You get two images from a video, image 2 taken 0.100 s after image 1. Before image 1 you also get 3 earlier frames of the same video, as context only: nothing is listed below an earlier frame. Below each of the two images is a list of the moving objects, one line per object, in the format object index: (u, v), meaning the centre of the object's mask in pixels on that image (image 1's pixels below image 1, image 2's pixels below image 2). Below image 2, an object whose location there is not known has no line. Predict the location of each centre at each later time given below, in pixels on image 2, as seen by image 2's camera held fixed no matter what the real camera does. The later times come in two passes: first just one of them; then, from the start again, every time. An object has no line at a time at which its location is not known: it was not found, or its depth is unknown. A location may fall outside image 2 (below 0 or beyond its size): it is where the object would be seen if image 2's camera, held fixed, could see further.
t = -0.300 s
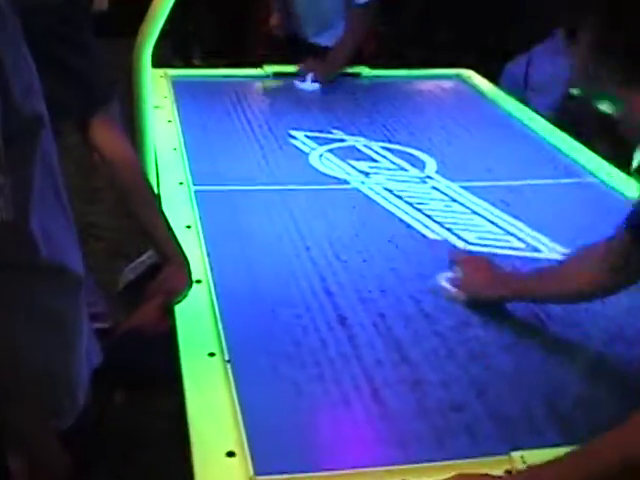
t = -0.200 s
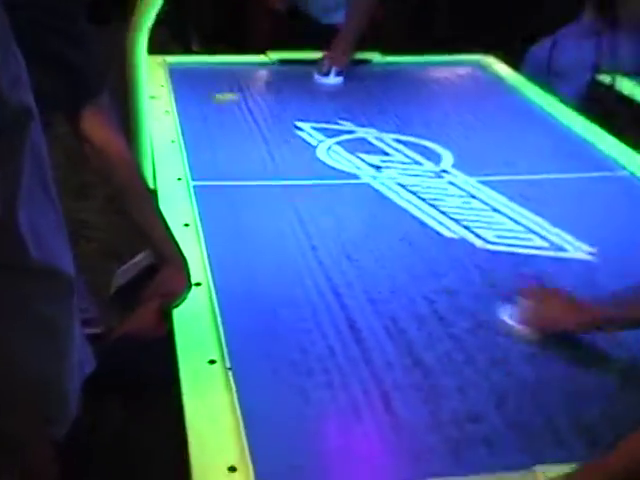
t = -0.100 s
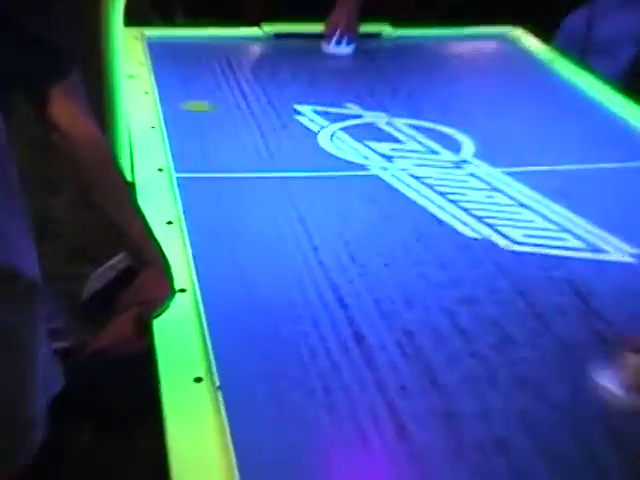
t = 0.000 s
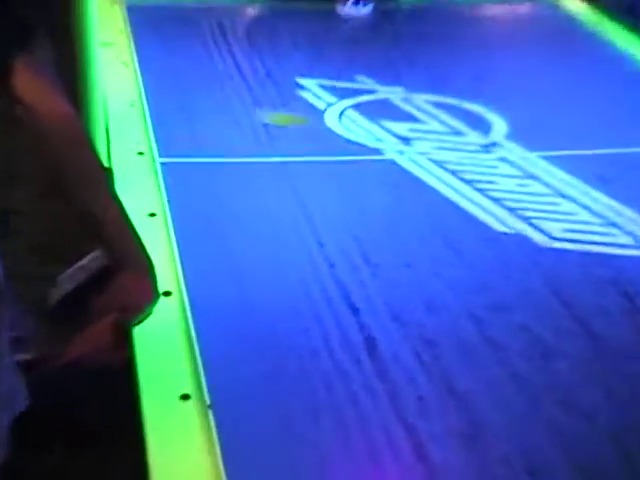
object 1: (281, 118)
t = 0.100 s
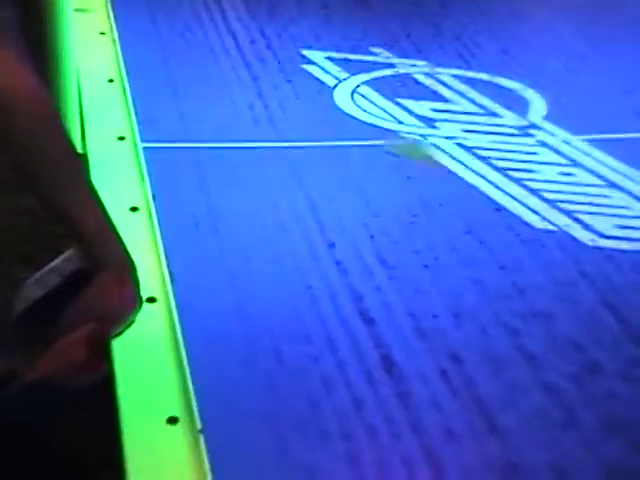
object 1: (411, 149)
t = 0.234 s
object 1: (617, 229)
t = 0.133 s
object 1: (456, 165)
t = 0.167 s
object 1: (508, 186)
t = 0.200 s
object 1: (564, 208)
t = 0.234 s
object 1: (617, 229)
